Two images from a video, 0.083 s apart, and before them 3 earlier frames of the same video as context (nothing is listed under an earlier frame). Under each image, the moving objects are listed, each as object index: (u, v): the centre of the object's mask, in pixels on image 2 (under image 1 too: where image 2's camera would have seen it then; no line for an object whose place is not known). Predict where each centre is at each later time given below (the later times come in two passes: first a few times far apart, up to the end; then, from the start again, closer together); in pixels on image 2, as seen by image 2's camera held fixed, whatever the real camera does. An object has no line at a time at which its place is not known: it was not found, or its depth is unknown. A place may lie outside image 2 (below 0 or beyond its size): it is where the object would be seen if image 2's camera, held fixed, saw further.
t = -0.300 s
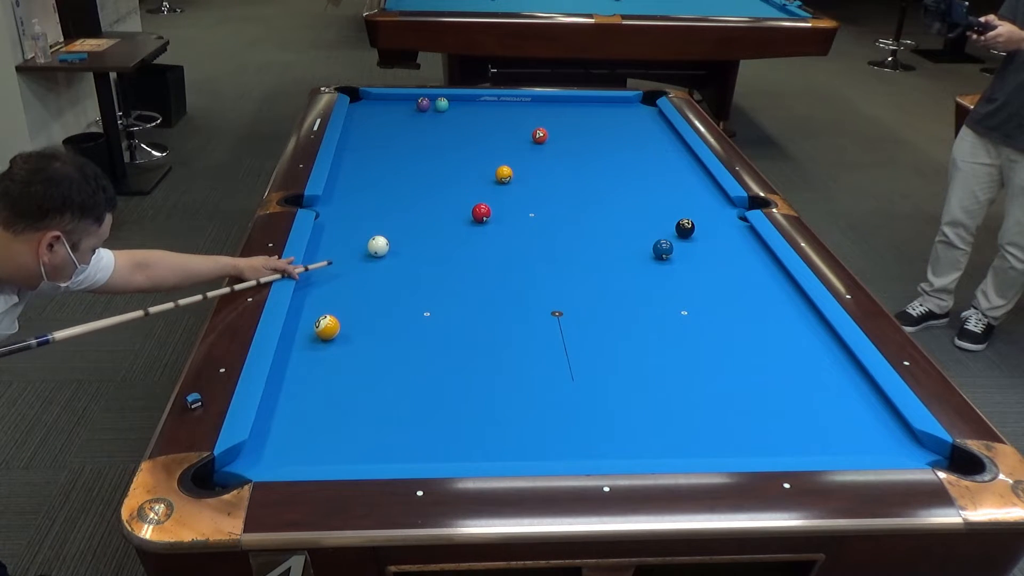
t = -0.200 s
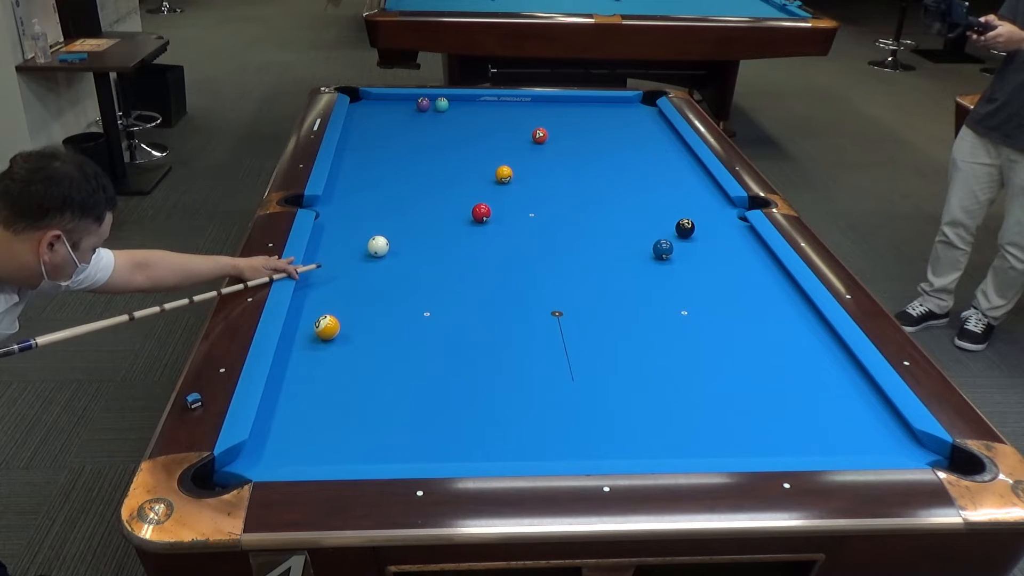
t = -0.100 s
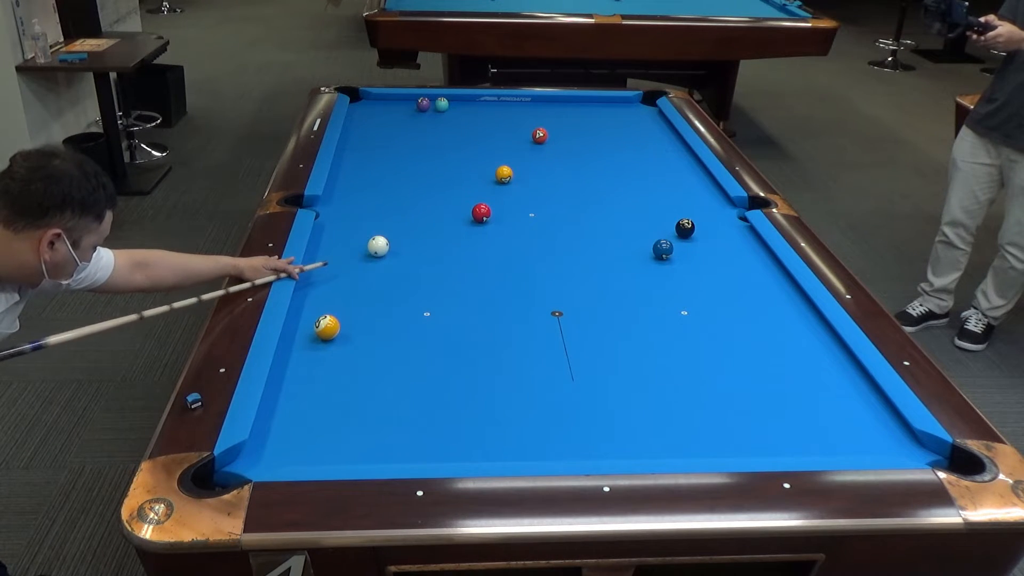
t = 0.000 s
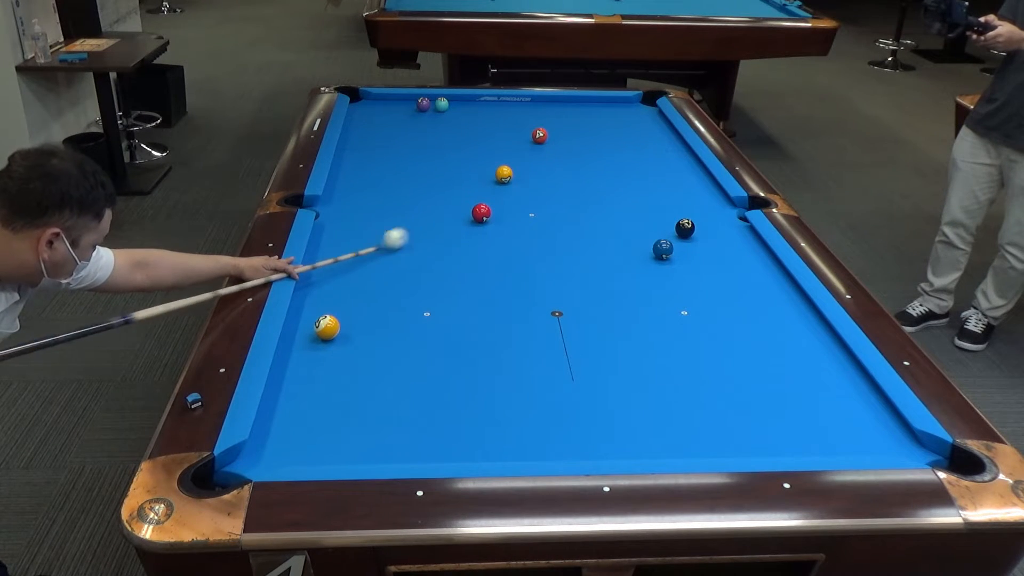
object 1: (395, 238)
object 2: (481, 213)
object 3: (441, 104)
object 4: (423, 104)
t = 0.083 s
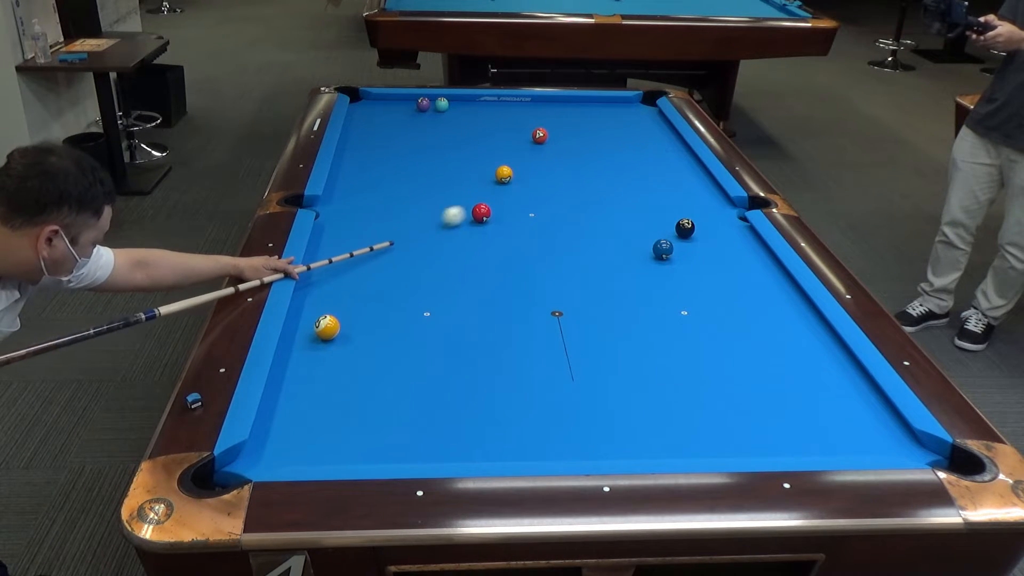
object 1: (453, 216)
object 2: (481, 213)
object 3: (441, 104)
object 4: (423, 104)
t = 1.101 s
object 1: (445, 108)
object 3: (439, 99)
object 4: (423, 104)
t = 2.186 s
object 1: (491, 106)
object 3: (427, 102)
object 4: (412, 108)
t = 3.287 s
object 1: (525, 107)
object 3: (427, 102)
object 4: (407, 109)
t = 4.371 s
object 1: (535, 108)
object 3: (427, 102)
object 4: (407, 109)
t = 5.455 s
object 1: (535, 108)
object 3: (427, 102)
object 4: (407, 109)
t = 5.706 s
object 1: (535, 108)
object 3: (427, 102)
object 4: (407, 109)
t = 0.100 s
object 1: (461, 212)
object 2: (483, 213)
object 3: (441, 104)
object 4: (423, 104)
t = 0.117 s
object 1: (461, 208)
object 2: (493, 212)
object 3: (441, 104)
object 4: (423, 104)
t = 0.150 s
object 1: (461, 202)
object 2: (513, 212)
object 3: (441, 104)
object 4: (423, 104)
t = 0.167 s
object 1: (461, 199)
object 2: (523, 212)
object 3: (441, 104)
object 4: (423, 104)
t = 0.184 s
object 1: (460, 196)
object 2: (531, 211)
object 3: (441, 104)
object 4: (423, 104)
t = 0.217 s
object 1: (460, 190)
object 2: (549, 211)
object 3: (441, 104)
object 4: (423, 104)
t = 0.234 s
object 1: (459, 187)
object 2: (558, 211)
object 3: (441, 104)
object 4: (423, 104)
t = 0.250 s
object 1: (459, 185)
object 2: (566, 210)
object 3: (441, 104)
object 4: (423, 104)
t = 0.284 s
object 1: (458, 180)
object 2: (581, 210)
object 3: (441, 104)
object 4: (423, 104)
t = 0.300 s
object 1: (458, 178)
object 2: (589, 209)
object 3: (441, 104)
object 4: (423, 104)
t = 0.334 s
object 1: (457, 174)
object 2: (603, 209)
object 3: (441, 104)
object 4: (423, 104)
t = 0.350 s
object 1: (457, 172)
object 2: (610, 209)
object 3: (441, 104)
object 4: (423, 104)
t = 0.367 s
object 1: (456, 170)
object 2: (618, 209)
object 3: (441, 104)
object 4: (423, 104)
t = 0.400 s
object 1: (456, 166)
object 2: (632, 208)
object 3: (441, 104)
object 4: (423, 104)
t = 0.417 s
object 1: (455, 164)
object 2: (639, 208)
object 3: (441, 104)
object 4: (423, 104)
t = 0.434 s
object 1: (455, 162)
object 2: (646, 207)
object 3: (441, 104)
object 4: (423, 104)
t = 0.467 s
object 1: (454, 159)
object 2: (660, 207)
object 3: (441, 104)
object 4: (423, 104)
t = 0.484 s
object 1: (453, 157)
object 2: (667, 206)
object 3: (441, 104)
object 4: (423, 104)
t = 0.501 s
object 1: (453, 155)
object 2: (674, 206)
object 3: (441, 104)
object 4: (423, 104)
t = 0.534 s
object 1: (453, 152)
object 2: (687, 205)
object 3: (441, 104)
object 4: (423, 104)
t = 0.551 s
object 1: (452, 150)
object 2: (694, 205)
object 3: (441, 104)
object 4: (423, 104)
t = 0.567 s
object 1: (452, 148)
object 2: (701, 205)
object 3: (441, 104)
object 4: (423, 104)
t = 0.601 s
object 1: (451, 145)
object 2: (715, 205)
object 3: (441, 104)
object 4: (423, 104)
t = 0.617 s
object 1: (451, 143)
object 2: (722, 204)
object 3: (441, 104)
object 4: (423, 104)
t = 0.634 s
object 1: (450, 142)
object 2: (728, 204)
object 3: (441, 104)
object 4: (423, 104)
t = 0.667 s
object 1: (450, 139)
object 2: (741, 204)
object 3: (441, 104)
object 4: (423, 104)
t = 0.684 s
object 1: (449, 137)
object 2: (747, 204)
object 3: (441, 104)
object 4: (423, 104)
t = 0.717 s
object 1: (449, 134)
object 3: (441, 104)
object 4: (423, 104)
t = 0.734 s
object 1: (449, 132)
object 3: (441, 104)
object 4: (423, 104)
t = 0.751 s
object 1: (448, 131)
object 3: (441, 104)
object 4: (423, 104)
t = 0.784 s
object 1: (448, 128)
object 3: (441, 104)
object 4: (423, 104)
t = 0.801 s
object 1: (447, 126)
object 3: (441, 104)
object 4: (423, 104)
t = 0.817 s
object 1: (447, 125)
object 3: (441, 104)
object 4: (423, 104)
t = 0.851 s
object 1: (446, 122)
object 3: (441, 104)
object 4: (423, 104)
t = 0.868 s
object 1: (446, 121)
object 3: (441, 104)
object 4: (423, 104)
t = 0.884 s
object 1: (446, 119)
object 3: (441, 104)
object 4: (423, 104)
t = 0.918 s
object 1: (446, 117)
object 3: (441, 104)
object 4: (423, 104)
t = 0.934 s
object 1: (446, 116)
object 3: (441, 103)
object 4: (423, 104)
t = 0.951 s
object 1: (445, 114)
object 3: (441, 103)
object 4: (423, 104)
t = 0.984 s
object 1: (444, 112)
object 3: (441, 102)
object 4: (423, 104)
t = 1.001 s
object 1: (444, 110)
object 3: (441, 101)
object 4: (423, 104)
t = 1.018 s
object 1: (444, 109)
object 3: (441, 101)
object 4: (423, 104)
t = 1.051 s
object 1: (444, 108)
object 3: (440, 100)
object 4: (423, 104)
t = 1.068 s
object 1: (445, 108)
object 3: (439, 100)
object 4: (423, 104)
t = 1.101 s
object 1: (445, 108)
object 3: (439, 99)
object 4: (423, 104)
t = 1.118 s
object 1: (445, 108)
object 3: (439, 98)
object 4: (423, 104)
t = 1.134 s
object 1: (446, 107)
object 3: (438, 97)
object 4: (423, 104)
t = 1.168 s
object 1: (446, 107)
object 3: (438, 97)
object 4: (423, 104)
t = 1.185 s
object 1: (446, 107)
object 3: (438, 97)
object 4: (423, 104)
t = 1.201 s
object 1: (446, 106)
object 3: (438, 97)
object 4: (423, 104)
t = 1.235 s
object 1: (447, 106)
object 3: (438, 98)
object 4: (423, 104)
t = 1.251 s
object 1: (447, 106)
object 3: (438, 99)
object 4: (423, 104)
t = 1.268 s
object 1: (447, 105)
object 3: (438, 99)
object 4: (423, 104)
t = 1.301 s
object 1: (448, 105)
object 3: (437, 100)
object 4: (423, 104)
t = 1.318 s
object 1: (448, 104)
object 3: (437, 100)
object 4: (423, 104)
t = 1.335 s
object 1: (449, 104)
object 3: (437, 101)
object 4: (423, 104)
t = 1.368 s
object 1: (451, 105)
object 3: (436, 101)
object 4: (423, 104)
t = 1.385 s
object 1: (452, 105)
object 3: (436, 101)
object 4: (423, 104)
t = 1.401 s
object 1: (453, 105)
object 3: (435, 101)
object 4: (423, 104)
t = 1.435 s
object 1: (455, 105)
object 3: (434, 101)
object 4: (423, 104)
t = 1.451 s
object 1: (456, 105)
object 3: (433, 101)
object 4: (422, 104)
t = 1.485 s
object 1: (458, 105)
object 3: (433, 101)
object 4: (422, 104)
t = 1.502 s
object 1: (459, 105)
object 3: (433, 101)
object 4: (421, 104)
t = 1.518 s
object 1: (460, 105)
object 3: (433, 101)
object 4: (421, 105)
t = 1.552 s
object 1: (461, 105)
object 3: (432, 101)
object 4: (421, 105)
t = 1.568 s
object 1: (462, 105)
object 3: (432, 101)
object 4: (420, 105)
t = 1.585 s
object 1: (463, 105)
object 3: (432, 101)
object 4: (420, 105)
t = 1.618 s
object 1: (465, 105)
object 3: (431, 101)
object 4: (420, 105)
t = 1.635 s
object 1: (466, 105)
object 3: (431, 101)
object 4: (420, 105)
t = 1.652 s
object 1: (467, 105)
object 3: (431, 101)
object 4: (419, 105)
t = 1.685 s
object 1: (468, 105)
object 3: (430, 101)
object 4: (419, 106)
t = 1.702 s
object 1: (469, 105)
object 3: (430, 101)
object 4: (418, 106)
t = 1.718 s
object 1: (470, 105)
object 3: (430, 101)
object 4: (418, 106)
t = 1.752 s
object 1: (472, 105)
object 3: (430, 101)
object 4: (418, 106)
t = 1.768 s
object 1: (472, 105)
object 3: (429, 102)
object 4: (417, 106)
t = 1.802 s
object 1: (474, 105)
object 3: (429, 101)
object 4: (417, 106)
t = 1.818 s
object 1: (475, 105)
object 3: (429, 102)
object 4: (416, 106)
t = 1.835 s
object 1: (476, 105)
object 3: (429, 101)
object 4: (416, 106)
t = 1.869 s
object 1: (477, 105)
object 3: (429, 101)
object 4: (416, 106)
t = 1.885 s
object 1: (478, 105)
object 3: (428, 101)
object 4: (416, 106)
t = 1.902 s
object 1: (479, 105)
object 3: (428, 101)
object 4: (415, 107)
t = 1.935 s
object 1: (480, 105)
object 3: (428, 101)
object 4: (415, 107)
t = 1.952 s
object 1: (481, 105)
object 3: (428, 101)
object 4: (415, 107)
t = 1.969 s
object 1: (482, 105)
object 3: (428, 102)
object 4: (415, 107)
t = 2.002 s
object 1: (483, 105)
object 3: (428, 102)
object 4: (414, 107)
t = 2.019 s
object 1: (484, 105)
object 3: (428, 102)
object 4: (414, 107)
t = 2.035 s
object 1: (485, 105)
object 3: (427, 102)
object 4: (414, 107)
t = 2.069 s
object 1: (486, 105)
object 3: (427, 102)
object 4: (413, 107)
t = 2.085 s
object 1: (487, 105)
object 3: (427, 102)
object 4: (413, 107)
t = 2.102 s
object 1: (488, 105)
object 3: (427, 102)
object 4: (413, 107)
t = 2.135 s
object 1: (489, 105)
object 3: (427, 102)
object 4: (413, 107)
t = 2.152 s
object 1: (490, 105)
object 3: (427, 102)
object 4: (413, 107)
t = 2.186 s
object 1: (491, 106)
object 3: (427, 102)
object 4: (412, 108)
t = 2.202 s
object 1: (492, 106)
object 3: (427, 102)
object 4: (412, 108)
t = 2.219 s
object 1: (493, 106)
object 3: (427, 102)
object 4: (412, 108)
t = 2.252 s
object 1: (494, 106)
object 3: (427, 102)
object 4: (412, 108)
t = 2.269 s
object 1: (495, 106)
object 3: (427, 102)
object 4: (411, 108)
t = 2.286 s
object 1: (495, 106)
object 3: (427, 102)
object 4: (411, 108)
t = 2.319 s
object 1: (496, 106)
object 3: (427, 102)
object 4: (411, 108)
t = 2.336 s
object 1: (497, 106)
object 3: (427, 102)
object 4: (411, 108)
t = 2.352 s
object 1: (498, 106)
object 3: (427, 102)
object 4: (411, 108)
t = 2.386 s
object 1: (499, 106)
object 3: (427, 102)
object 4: (410, 108)
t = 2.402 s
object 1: (500, 106)
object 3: (427, 102)
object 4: (410, 108)
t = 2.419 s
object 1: (500, 106)
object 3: (427, 102)
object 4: (410, 108)
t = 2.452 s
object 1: (501, 106)
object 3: (427, 102)
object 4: (410, 108)
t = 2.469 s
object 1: (502, 106)
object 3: (427, 102)
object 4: (409, 108)
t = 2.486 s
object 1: (502, 106)
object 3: (427, 102)
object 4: (409, 108)
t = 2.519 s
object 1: (504, 106)
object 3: (427, 102)
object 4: (409, 108)
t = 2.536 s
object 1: (504, 106)
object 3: (427, 102)
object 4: (409, 108)
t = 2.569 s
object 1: (505, 106)
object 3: (427, 102)
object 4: (409, 108)
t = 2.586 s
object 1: (506, 106)
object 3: (427, 102)
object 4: (409, 108)
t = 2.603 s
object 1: (506, 106)
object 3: (427, 102)
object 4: (409, 108)
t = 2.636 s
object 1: (507, 106)
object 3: (427, 102)
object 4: (409, 108)
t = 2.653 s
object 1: (508, 106)
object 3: (427, 102)
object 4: (408, 109)
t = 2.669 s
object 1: (509, 106)
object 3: (427, 102)
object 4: (408, 109)
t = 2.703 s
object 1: (510, 106)
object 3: (427, 102)
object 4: (408, 109)
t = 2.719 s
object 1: (510, 106)
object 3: (427, 102)
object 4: (408, 109)
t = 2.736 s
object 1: (511, 106)
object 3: (427, 102)
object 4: (408, 109)
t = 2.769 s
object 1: (512, 106)
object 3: (427, 102)
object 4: (408, 109)
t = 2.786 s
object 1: (512, 106)
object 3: (427, 102)
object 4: (408, 109)
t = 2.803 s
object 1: (513, 106)
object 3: (427, 102)
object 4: (408, 109)
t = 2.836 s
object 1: (514, 107)
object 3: (427, 102)
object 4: (407, 109)
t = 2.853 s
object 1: (514, 107)
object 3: (427, 102)
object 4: (407, 109)
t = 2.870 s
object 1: (515, 107)
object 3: (427, 102)
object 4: (407, 109)
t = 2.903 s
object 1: (515, 107)
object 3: (427, 102)
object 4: (407, 109)
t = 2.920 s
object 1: (516, 107)
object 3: (427, 102)
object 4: (407, 109)
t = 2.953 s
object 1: (517, 107)
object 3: (427, 102)
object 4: (407, 109)
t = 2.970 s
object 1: (517, 107)
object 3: (427, 102)
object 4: (407, 109)
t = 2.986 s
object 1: (518, 107)
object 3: (427, 102)
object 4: (407, 109)
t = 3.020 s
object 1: (519, 107)
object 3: (427, 102)
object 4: (407, 109)
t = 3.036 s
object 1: (519, 107)
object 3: (427, 102)
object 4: (407, 109)
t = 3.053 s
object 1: (520, 107)
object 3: (427, 102)
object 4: (407, 109)
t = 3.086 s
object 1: (520, 107)
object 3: (427, 102)
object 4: (407, 109)
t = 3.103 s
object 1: (521, 107)
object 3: (427, 102)
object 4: (407, 109)
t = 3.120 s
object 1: (521, 107)
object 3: (427, 102)
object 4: (407, 109)
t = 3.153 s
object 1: (522, 107)
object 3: (427, 102)
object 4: (407, 109)
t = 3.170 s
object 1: (522, 107)
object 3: (427, 102)
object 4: (407, 109)
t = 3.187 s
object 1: (523, 107)
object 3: (427, 102)
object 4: (407, 109)
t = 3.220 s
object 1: (524, 107)
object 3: (427, 102)
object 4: (407, 109)
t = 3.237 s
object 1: (524, 107)
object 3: (427, 102)
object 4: (407, 109)
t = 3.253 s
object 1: (524, 107)
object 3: (427, 102)
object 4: (407, 109)
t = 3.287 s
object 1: (525, 107)
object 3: (427, 102)
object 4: (407, 109)
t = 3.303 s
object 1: (525, 107)
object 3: (427, 102)
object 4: (407, 109)
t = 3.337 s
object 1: (526, 107)
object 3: (427, 102)
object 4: (407, 109)
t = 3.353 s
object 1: (526, 107)
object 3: (427, 102)
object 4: (407, 109)
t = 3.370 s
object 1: (526, 107)
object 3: (427, 102)
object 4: (407, 109)
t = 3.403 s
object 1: (527, 107)
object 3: (427, 102)
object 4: (407, 109)
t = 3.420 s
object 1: (527, 107)
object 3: (427, 102)
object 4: (407, 109)
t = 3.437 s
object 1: (528, 107)
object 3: (427, 102)
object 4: (407, 109)
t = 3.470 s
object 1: (528, 107)
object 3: (427, 102)
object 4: (407, 109)
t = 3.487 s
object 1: (528, 108)
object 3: (427, 102)
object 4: (407, 109)
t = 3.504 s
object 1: (529, 107)
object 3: (427, 102)
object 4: (407, 109)
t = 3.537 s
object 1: (529, 107)
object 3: (427, 102)
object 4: (407, 109)
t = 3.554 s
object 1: (529, 107)
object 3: (427, 102)
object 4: (407, 109)
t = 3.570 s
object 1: (530, 107)
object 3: (427, 102)
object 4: (407, 109)
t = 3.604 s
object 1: (530, 107)
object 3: (427, 102)
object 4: (407, 109)
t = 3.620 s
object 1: (531, 108)
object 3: (427, 102)
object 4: (407, 109)
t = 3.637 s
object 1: (531, 108)
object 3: (427, 102)
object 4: (407, 109)
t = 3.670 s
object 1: (531, 108)
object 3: (427, 102)
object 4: (407, 109)
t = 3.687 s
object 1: (531, 108)
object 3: (427, 102)
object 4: (407, 109)
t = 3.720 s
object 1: (532, 108)
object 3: (427, 102)
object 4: (407, 109)
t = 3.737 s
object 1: (532, 108)
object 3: (427, 102)
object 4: (407, 109)
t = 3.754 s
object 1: (532, 108)
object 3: (427, 102)
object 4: (407, 109)
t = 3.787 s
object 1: (533, 108)
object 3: (427, 102)
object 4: (407, 109)
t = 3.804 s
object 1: (533, 108)
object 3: (427, 102)
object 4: (407, 109)
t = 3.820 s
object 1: (533, 108)
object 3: (427, 102)
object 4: (407, 109)
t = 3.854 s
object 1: (533, 108)
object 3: (427, 102)
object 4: (407, 109)
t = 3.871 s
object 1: (533, 108)
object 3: (427, 102)
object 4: (407, 109)
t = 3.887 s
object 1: (533, 108)
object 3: (427, 102)
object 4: (407, 109)
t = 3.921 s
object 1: (534, 108)
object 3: (427, 102)
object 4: (407, 109)
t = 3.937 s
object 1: (534, 108)
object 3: (427, 102)
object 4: (407, 109)
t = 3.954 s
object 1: (534, 108)
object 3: (427, 102)
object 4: (407, 109)
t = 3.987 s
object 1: (534, 108)
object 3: (427, 102)
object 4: (407, 109)
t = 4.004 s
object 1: (534, 108)
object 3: (427, 102)
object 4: (407, 109)
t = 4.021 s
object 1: (534, 108)
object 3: (427, 102)
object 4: (407, 109)
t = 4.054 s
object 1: (535, 108)
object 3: (427, 102)
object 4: (407, 109)
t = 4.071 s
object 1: (535, 108)
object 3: (427, 102)
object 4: (407, 109)
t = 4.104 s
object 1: (535, 108)
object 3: (427, 102)
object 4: (407, 109)
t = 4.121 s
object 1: (535, 108)
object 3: (427, 102)
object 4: (407, 109)
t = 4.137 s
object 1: (535, 108)
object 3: (427, 102)
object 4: (407, 109)
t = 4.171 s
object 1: (535, 108)
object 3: (427, 102)
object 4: (407, 109)
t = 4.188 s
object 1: (535, 108)
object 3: (427, 102)
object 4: (407, 109)
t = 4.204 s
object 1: (535, 108)
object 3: (427, 102)
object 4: (407, 109)
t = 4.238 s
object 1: (535, 108)
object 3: (427, 102)
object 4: (407, 109)
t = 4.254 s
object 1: (535, 108)
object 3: (427, 102)
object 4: (407, 109)
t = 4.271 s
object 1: (535, 108)
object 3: (427, 102)
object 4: (407, 109)
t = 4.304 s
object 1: (535, 108)
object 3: (427, 102)
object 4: (407, 109)
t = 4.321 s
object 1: (535, 108)
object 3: (427, 102)
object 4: (407, 109)
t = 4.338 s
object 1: (535, 108)
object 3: (427, 102)
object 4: (407, 109)
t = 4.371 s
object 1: (535, 108)
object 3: (427, 102)
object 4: (407, 109)
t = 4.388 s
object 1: (535, 108)
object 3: (427, 102)
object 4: (407, 109)
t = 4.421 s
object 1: (535, 108)
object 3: (427, 102)
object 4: (407, 109)
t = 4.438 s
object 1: (535, 108)
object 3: (427, 102)
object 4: (407, 109)
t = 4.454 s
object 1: (535, 108)
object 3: (427, 102)
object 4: (407, 109)
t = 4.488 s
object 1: (535, 108)
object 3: (427, 102)
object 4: (407, 109)
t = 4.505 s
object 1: (535, 108)
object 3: (427, 102)
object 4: (407, 109)
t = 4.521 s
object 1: (535, 108)
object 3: (427, 102)
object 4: (407, 109)
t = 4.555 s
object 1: (535, 108)
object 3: (427, 102)
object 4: (407, 109)
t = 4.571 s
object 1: (535, 108)
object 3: (427, 102)
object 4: (407, 109)
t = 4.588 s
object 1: (535, 108)
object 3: (427, 102)
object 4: (407, 109)
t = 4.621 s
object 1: (535, 108)
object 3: (427, 102)
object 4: (407, 109)
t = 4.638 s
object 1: (535, 108)
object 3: (427, 102)
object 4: (407, 109)
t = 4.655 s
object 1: (535, 108)
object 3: (427, 102)
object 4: (408, 109)
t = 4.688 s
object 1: (535, 108)
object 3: (427, 102)
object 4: (407, 109)
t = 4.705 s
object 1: (535, 108)
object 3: (427, 102)
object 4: (407, 109)
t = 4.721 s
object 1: (535, 108)
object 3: (427, 102)
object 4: (407, 109)
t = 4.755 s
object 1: (535, 108)
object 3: (427, 102)
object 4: (407, 109)
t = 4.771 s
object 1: (535, 108)
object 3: (427, 102)
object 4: (407, 109)
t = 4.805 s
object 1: (535, 108)
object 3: (427, 102)
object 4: (407, 109)
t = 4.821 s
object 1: (535, 108)
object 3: (427, 102)
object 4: (407, 109)
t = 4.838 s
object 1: (535, 108)
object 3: (427, 102)
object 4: (407, 109)
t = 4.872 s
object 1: (535, 108)
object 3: (427, 102)
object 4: (408, 109)
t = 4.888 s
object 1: (535, 108)
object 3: (427, 102)
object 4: (408, 109)
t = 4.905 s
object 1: (535, 108)
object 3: (427, 102)
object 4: (407, 109)
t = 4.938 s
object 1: (535, 108)
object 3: (427, 102)
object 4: (407, 109)
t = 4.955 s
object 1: (535, 108)
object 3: (427, 102)
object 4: (407, 109)
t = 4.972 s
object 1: (535, 108)
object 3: (427, 102)
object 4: (407, 109)
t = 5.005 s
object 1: (535, 108)
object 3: (427, 102)
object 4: (407, 109)
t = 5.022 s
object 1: (535, 108)
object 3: (427, 102)
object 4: (407, 109)
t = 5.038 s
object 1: (535, 108)
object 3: (427, 102)
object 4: (407, 109)
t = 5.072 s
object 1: (535, 108)
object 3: (427, 102)
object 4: (407, 109)
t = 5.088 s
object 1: (535, 108)
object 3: (427, 102)
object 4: (407, 109)
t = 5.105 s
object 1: (535, 108)
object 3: (427, 102)
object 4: (407, 109)
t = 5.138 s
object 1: (535, 108)
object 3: (427, 102)
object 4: (407, 109)
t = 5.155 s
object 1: (535, 108)
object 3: (427, 102)
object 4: (407, 109)
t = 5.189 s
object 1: (535, 108)
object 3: (427, 102)
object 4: (407, 109)
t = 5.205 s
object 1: (535, 108)
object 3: (427, 102)
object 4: (407, 109)
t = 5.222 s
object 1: (535, 108)
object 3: (427, 102)
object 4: (407, 109)
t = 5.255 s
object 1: (535, 108)
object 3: (427, 102)
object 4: (407, 109)
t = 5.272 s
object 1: (535, 108)
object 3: (427, 102)
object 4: (407, 109)
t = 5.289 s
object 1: (535, 108)
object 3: (427, 102)
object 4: (407, 109)
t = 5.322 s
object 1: (535, 108)
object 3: (427, 102)
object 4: (407, 109)
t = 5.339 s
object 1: (535, 108)
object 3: (427, 102)
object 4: (407, 109)
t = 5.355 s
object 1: (535, 108)
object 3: (427, 102)
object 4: (407, 109)
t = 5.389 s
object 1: (535, 108)
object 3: (427, 102)
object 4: (407, 109)
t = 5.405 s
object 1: (535, 108)
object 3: (427, 102)
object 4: (407, 109)
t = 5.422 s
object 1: (535, 108)
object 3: (427, 102)
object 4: (407, 109)
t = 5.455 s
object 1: (535, 108)
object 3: (427, 102)
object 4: (407, 109)
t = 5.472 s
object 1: (535, 108)
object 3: (427, 102)
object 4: (407, 109)
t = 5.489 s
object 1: (535, 108)
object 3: (427, 102)
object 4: (407, 109)
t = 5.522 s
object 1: (535, 108)
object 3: (427, 102)
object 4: (407, 109)
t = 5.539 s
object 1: (535, 108)
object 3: (427, 102)
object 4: (407, 109)
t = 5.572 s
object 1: (535, 108)
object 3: (427, 102)
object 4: (407, 109)
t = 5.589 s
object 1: (535, 108)
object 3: (427, 102)
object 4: (407, 109)
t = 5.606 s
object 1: (535, 108)
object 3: (427, 102)
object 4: (407, 109)
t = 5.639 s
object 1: (535, 108)
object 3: (427, 102)
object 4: (407, 109)
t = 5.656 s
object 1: (535, 108)
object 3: (427, 102)
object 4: (407, 109)
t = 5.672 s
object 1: (535, 108)
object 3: (427, 102)
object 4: (407, 109)
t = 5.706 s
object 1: (535, 108)
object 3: (427, 102)
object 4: (407, 109)
